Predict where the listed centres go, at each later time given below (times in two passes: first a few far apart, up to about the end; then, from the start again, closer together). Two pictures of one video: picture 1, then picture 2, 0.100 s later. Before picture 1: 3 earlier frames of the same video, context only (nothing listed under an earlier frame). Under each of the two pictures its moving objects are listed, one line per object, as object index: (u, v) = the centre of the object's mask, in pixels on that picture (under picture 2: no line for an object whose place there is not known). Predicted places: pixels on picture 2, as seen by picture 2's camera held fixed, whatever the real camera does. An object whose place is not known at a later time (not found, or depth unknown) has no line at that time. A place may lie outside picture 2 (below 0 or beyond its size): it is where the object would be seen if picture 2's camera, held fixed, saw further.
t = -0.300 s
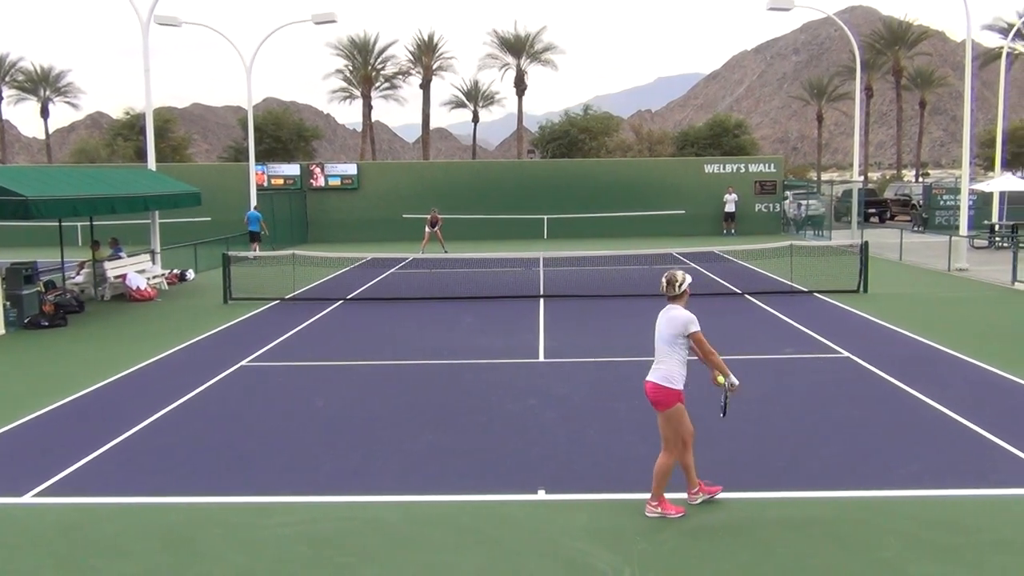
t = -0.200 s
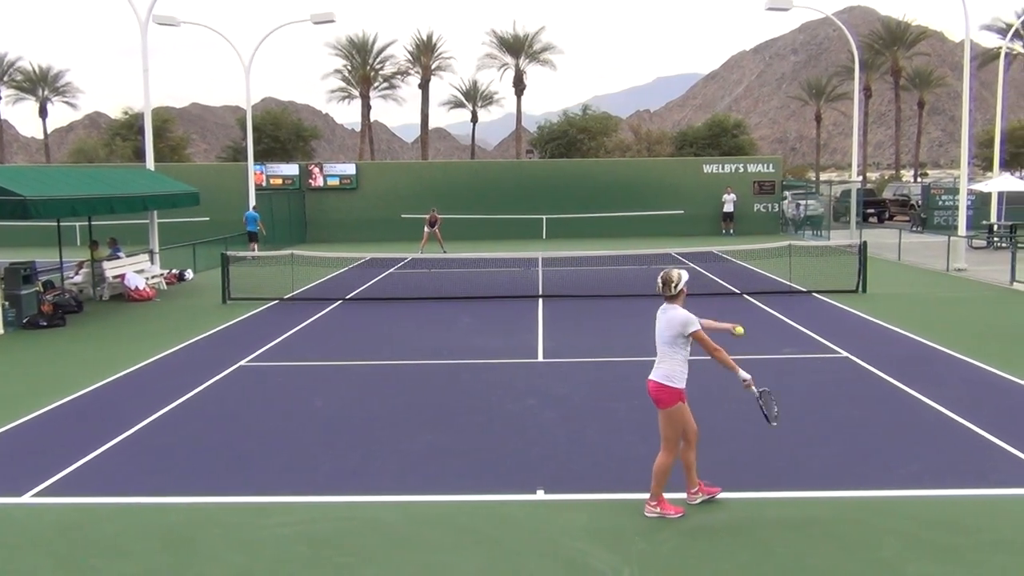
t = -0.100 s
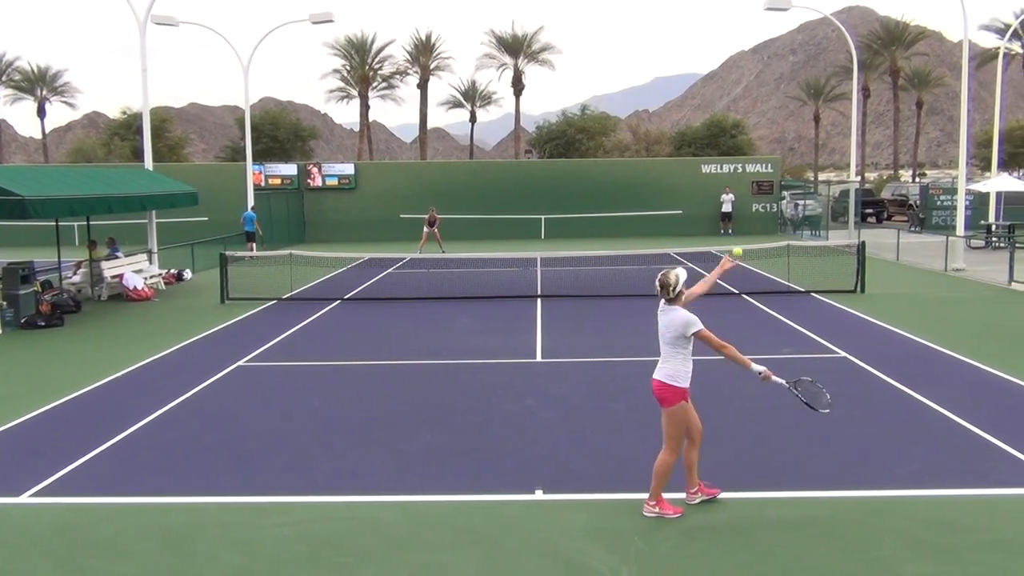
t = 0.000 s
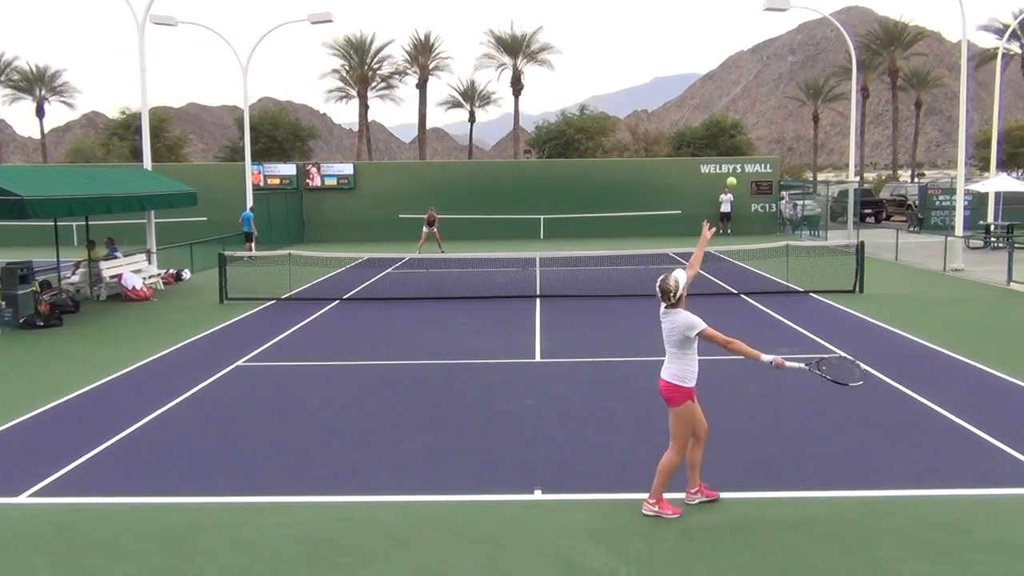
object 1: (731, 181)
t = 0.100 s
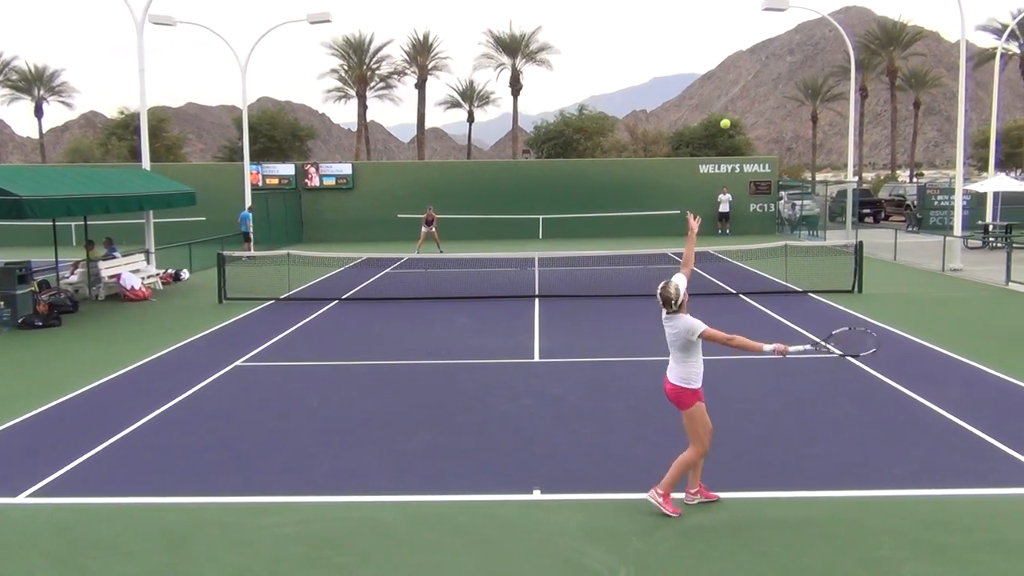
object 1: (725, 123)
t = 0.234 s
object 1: (719, 66)
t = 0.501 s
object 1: (704, 22)
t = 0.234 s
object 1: (719, 66)
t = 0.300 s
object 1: (715, 46)
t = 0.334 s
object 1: (713, 39)
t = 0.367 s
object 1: (712, 32)
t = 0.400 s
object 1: (710, 27)
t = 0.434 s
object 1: (708, 24)
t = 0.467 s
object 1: (706, 22)
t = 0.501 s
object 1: (704, 22)
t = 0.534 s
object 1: (703, 23)
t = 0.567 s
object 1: (701, 26)
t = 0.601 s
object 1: (699, 30)
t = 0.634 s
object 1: (697, 36)
